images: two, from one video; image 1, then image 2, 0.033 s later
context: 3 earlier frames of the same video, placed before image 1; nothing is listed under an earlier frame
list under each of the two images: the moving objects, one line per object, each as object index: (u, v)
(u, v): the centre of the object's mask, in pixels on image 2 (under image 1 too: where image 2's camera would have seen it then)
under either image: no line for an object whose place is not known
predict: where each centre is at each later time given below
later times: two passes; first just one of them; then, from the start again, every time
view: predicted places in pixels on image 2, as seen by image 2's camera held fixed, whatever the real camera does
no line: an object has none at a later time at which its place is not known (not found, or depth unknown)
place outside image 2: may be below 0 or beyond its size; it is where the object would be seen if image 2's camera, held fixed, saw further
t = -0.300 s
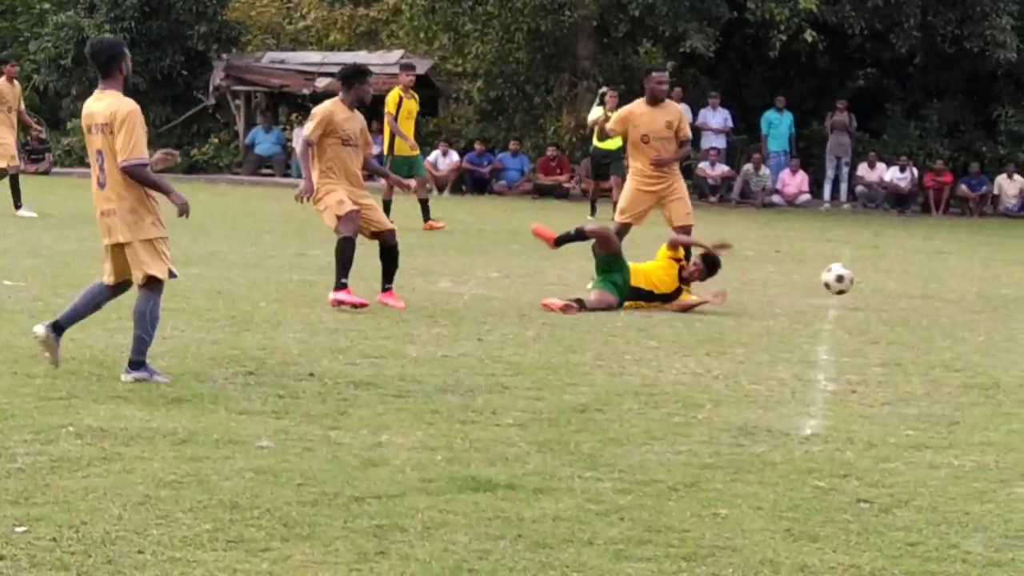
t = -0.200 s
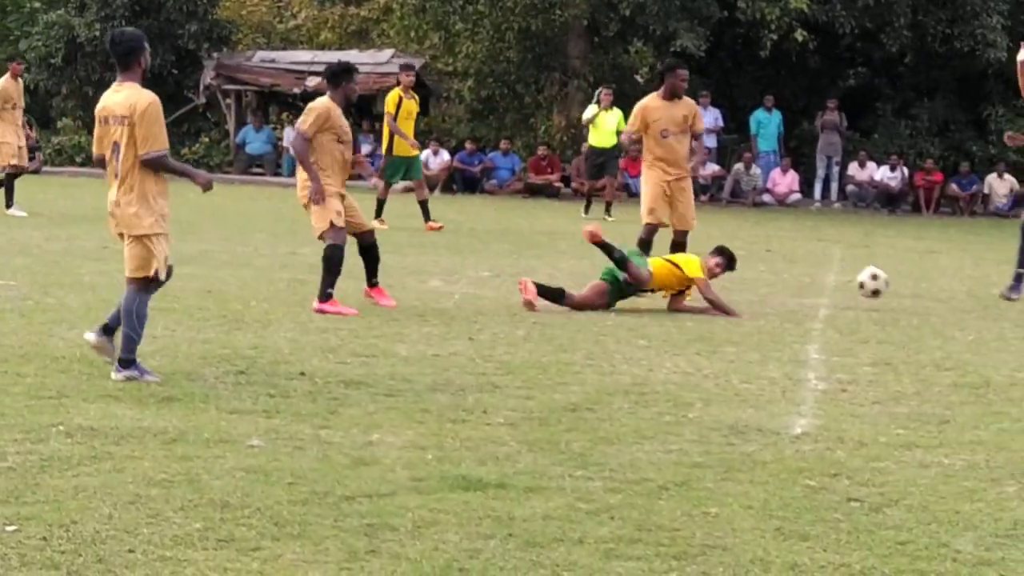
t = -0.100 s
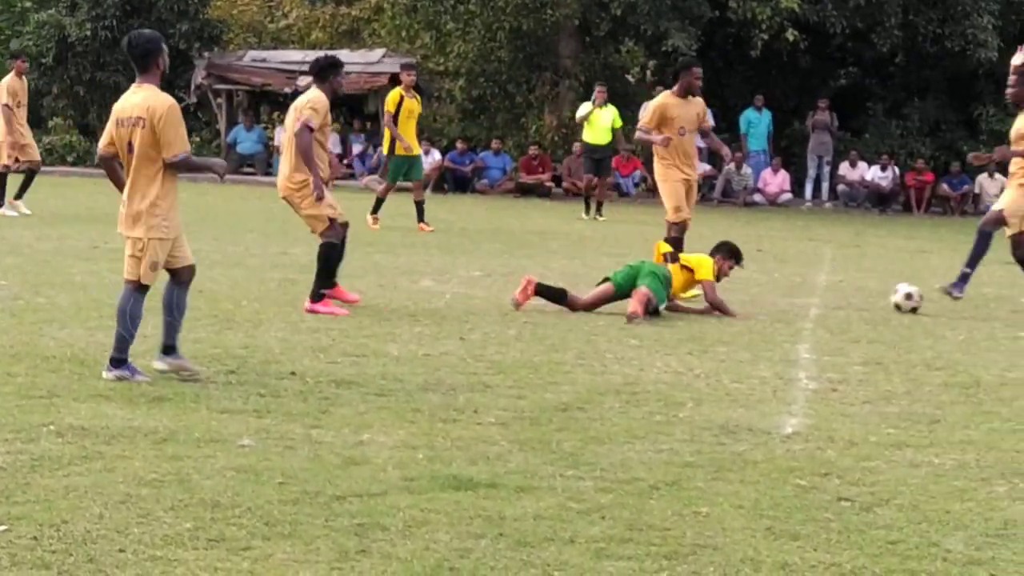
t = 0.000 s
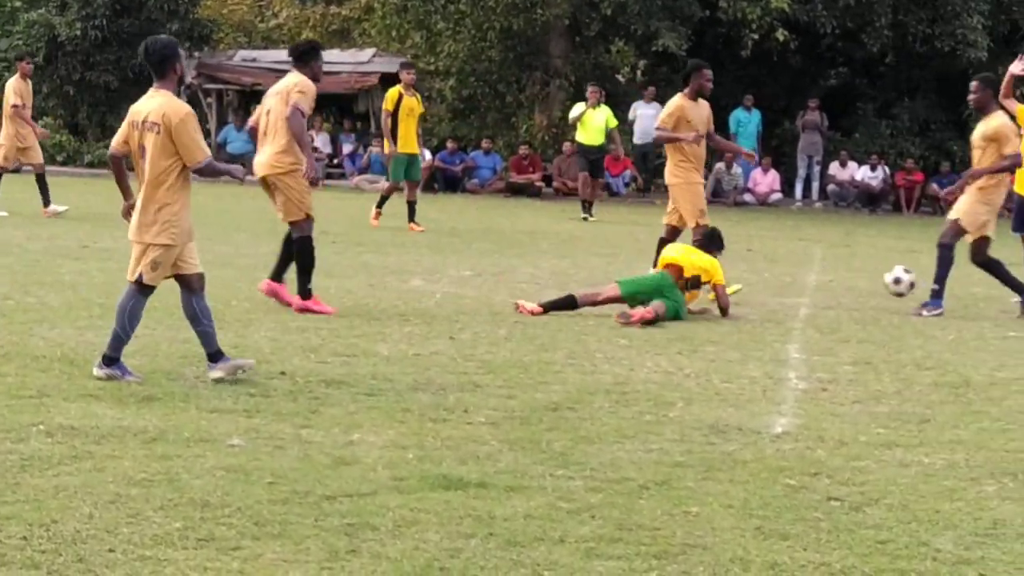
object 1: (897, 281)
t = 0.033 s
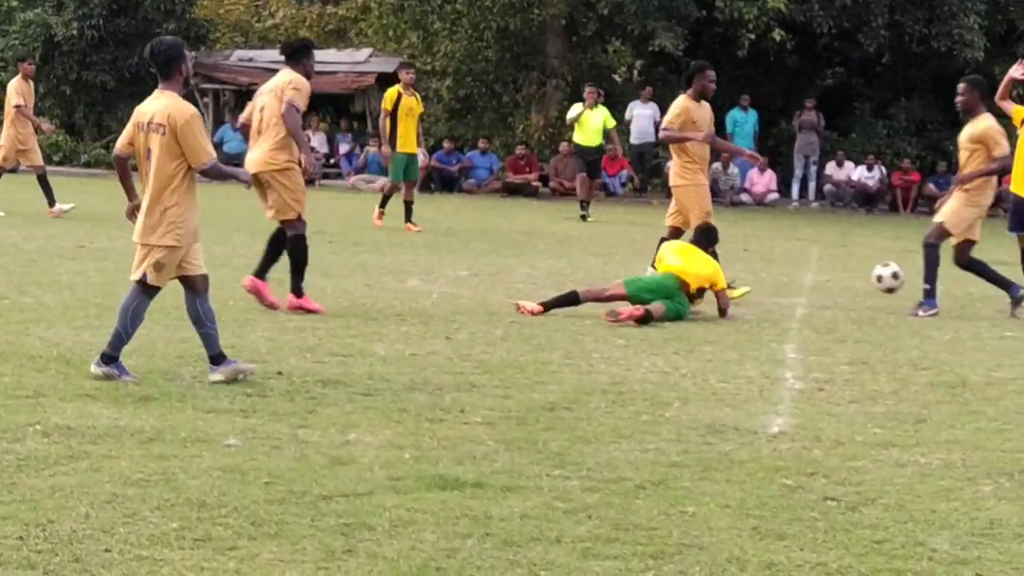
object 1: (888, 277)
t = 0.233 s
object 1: (835, 286)
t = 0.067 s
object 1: (880, 275)
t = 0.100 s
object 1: (870, 275)
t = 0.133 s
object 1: (861, 276)
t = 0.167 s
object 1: (852, 278)
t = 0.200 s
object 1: (844, 281)
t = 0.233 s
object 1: (835, 286)
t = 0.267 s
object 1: (828, 288)
